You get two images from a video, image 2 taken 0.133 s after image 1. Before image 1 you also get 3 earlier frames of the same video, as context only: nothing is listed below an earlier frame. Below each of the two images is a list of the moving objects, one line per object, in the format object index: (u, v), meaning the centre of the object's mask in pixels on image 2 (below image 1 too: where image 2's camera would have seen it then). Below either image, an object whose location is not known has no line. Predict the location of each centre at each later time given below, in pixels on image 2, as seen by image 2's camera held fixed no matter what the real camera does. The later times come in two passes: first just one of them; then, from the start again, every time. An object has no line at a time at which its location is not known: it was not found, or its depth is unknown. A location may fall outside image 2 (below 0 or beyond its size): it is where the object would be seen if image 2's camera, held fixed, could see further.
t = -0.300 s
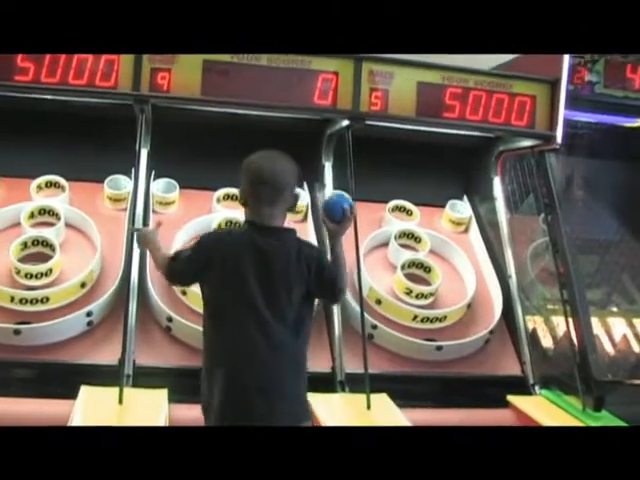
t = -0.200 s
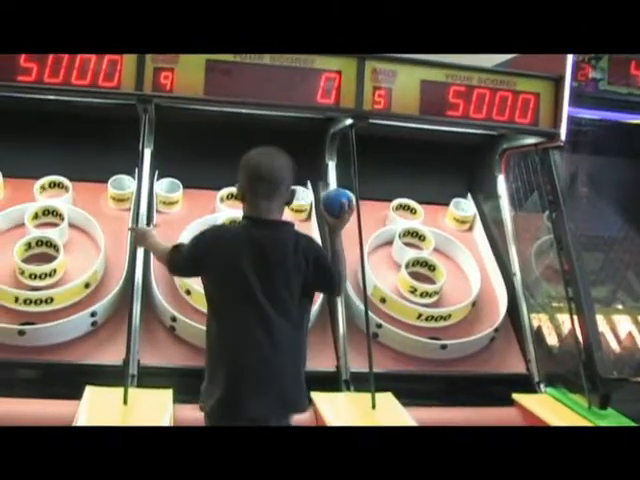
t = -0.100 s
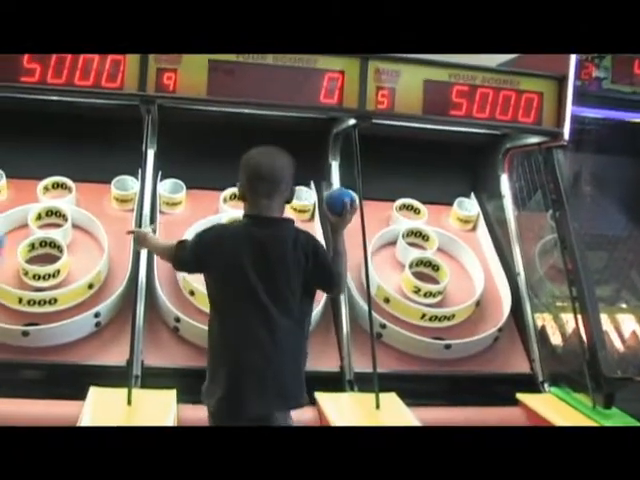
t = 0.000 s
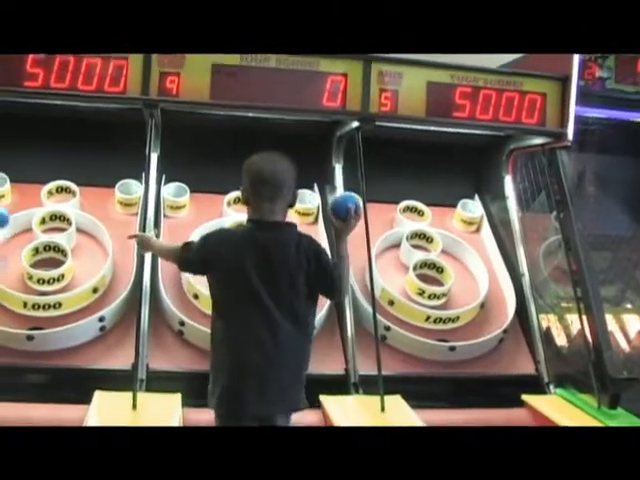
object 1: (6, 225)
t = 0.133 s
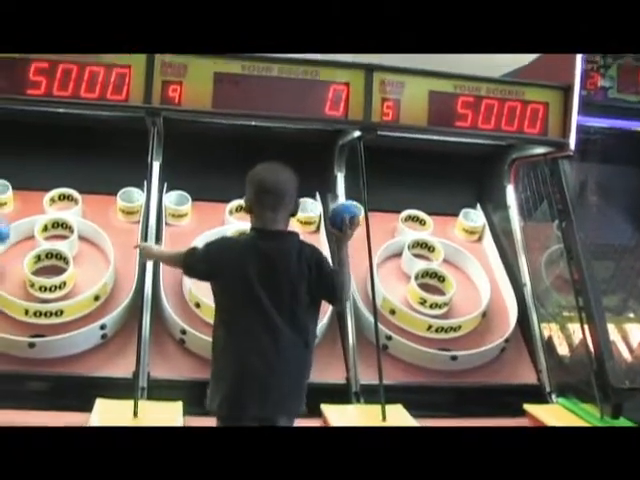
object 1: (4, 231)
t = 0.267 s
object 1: (22, 251)
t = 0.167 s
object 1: (6, 239)
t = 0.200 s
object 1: (13, 244)
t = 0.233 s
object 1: (22, 250)
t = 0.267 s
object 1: (22, 251)
